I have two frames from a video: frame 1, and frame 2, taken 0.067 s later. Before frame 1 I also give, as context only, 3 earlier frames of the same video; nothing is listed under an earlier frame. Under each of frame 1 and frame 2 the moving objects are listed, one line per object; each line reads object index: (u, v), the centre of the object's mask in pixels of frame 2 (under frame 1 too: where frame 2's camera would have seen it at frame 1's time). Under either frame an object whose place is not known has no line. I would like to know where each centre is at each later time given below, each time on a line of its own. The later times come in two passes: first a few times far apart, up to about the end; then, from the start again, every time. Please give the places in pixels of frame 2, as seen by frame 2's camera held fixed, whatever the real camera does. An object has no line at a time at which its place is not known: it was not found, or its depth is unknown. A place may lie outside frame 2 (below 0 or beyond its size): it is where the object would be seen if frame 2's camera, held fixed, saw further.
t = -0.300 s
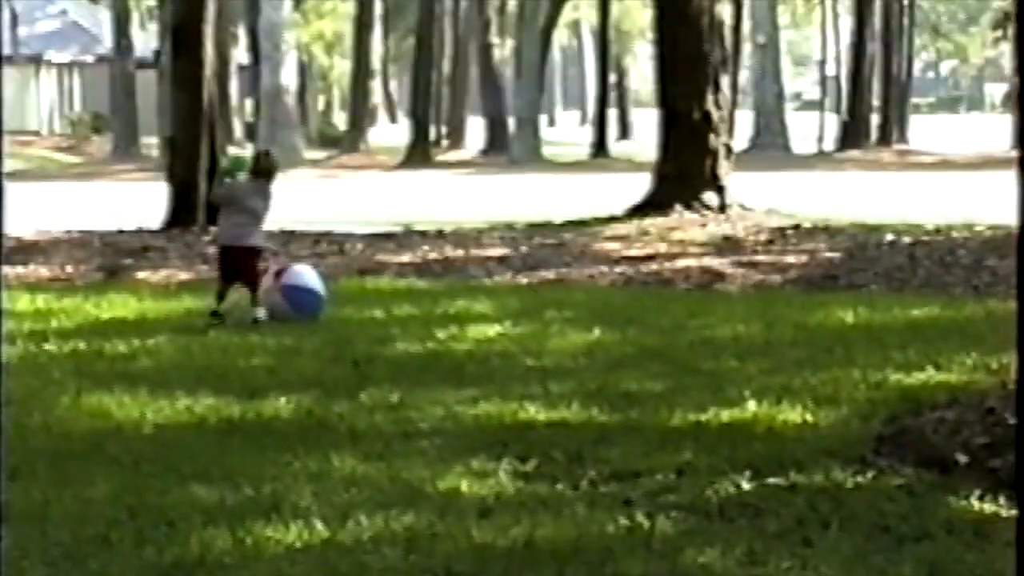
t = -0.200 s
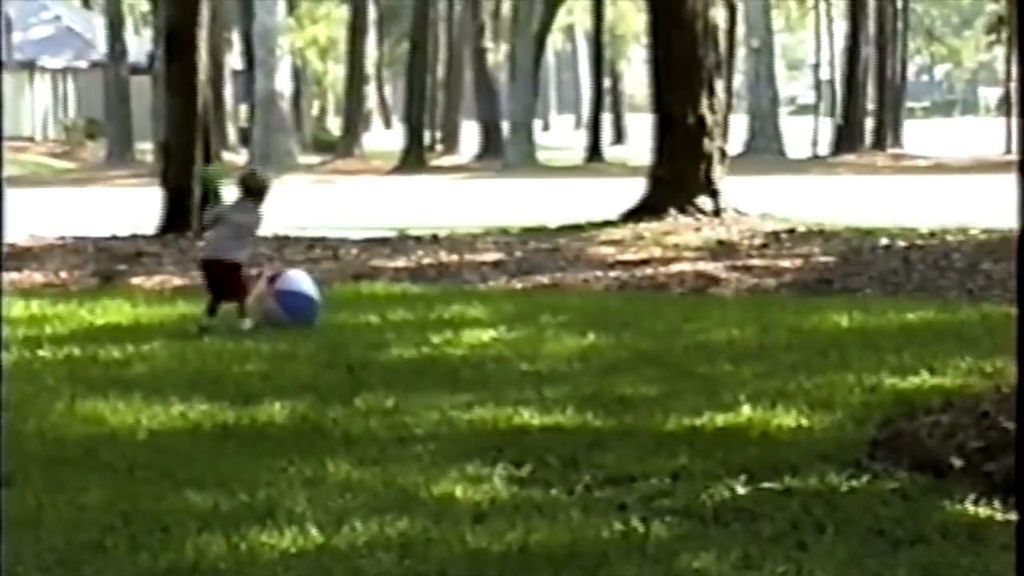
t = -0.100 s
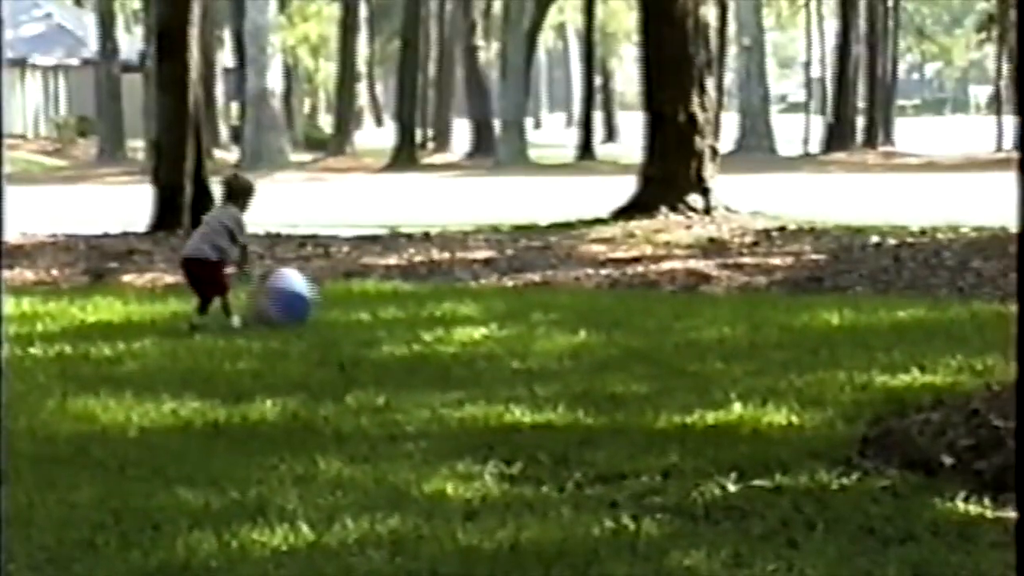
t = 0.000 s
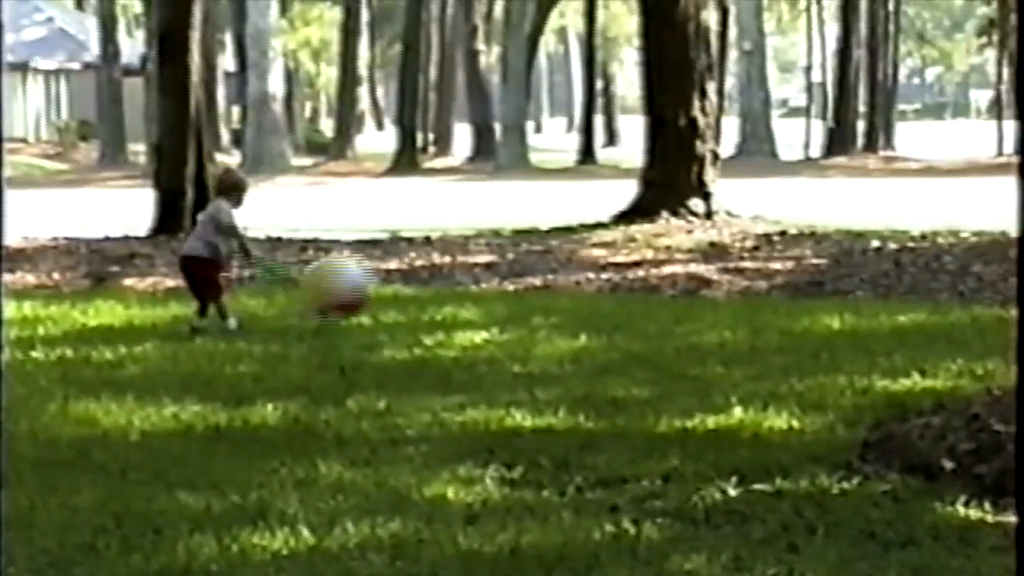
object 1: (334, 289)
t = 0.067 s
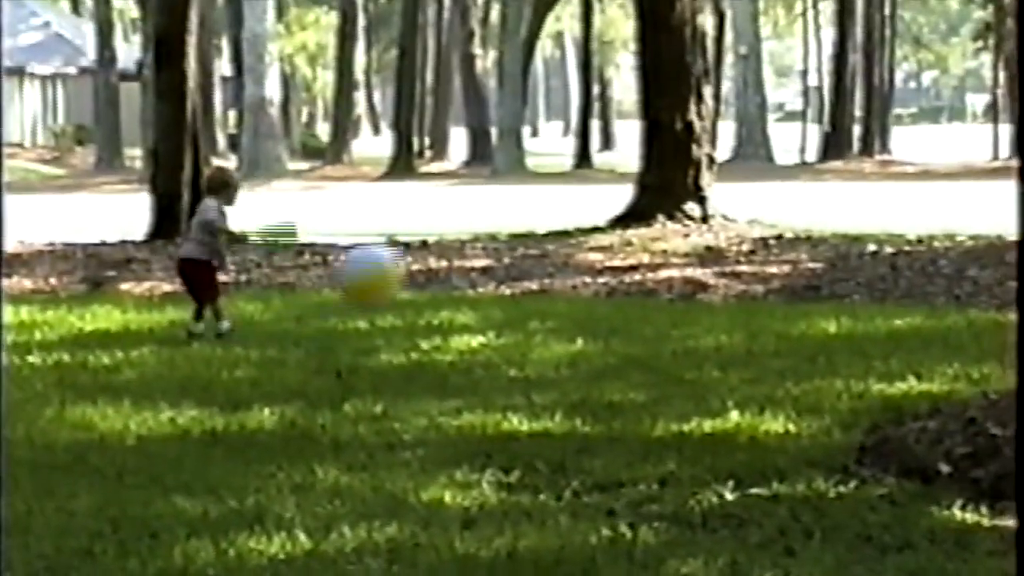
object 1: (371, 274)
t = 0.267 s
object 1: (476, 276)
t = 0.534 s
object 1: (590, 301)
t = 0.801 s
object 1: (692, 313)
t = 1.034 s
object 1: (774, 322)
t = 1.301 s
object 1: (863, 324)
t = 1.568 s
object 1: (937, 328)
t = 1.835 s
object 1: (1007, 328)
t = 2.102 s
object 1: (1061, 332)
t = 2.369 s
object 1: (1108, 339)
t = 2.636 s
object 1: (1152, 339)
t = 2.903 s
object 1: (1185, 334)
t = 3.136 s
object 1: (1202, 334)
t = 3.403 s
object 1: (1200, 334)
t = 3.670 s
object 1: (1182, 337)
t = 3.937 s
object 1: (1161, 339)
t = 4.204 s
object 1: (1147, 339)
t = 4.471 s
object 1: (1149, 342)
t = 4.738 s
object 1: (1151, 340)
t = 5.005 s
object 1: (1148, 342)
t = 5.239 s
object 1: (1147, 342)
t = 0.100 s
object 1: (389, 272)
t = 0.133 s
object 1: (407, 269)
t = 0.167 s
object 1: (426, 269)
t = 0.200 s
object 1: (439, 271)
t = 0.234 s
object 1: (458, 271)
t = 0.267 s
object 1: (476, 276)
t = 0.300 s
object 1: (491, 282)
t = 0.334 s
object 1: (506, 290)
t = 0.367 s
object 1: (522, 301)
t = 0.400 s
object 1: (537, 310)
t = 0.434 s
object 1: (553, 318)
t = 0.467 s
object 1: (565, 313)
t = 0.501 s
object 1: (578, 307)
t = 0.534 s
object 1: (590, 301)
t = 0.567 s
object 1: (603, 296)
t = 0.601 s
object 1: (618, 289)
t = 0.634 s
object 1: (629, 291)
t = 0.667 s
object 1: (642, 292)
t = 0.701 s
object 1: (654, 294)
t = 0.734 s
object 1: (668, 298)
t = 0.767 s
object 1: (680, 304)
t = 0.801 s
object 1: (692, 313)
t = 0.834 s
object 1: (704, 322)
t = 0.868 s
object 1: (715, 325)
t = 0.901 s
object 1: (727, 323)
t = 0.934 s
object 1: (738, 320)
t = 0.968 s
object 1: (751, 320)
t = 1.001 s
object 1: (763, 322)
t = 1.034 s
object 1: (774, 322)
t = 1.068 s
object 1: (786, 321)
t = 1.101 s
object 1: (797, 322)
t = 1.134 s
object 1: (807, 320)
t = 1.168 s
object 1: (819, 320)
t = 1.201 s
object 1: (830, 322)
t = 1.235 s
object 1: (842, 320)
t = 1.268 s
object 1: (853, 321)
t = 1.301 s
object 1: (863, 324)
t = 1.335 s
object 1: (872, 327)
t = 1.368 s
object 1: (881, 329)
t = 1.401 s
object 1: (890, 329)
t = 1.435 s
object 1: (899, 329)
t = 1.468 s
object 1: (909, 329)
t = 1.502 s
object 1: (918, 330)
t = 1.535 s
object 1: (928, 329)
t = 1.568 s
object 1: (937, 328)
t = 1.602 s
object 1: (947, 328)
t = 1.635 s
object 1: (957, 328)
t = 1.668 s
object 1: (965, 328)
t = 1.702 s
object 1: (972, 328)
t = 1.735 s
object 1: (980, 328)
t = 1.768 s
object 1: (988, 327)
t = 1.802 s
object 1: (998, 325)
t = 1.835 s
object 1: (1007, 328)
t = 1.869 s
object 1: (1014, 329)
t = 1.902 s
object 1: (1022, 330)
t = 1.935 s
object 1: (1028, 330)
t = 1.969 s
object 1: (1034, 329)
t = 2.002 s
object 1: (1041, 329)
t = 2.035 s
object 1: (1048, 329)
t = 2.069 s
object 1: (1054, 331)
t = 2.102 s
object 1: (1061, 332)
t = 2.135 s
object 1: (1068, 332)
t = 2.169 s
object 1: (1073, 334)
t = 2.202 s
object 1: (1078, 334)
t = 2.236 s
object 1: (1083, 335)
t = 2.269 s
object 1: (1088, 336)
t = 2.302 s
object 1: (1094, 337)
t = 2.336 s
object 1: (1100, 338)
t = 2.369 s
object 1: (1108, 339)
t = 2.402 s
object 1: (1114, 339)
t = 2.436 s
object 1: (1119, 338)
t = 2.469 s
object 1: (1125, 337)
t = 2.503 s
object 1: (1132, 334)
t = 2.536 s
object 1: (1138, 336)
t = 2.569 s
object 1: (1142, 337)
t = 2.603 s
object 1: (1147, 337)
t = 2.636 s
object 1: (1152, 339)
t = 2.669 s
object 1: (1157, 341)
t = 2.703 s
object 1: (1161, 340)
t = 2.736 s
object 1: (1165, 339)
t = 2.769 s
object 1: (1170, 339)
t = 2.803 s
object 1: (1172, 336)
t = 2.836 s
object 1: (1177, 335)
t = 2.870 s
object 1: (1181, 335)
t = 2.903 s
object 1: (1185, 334)
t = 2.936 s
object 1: (1188, 334)
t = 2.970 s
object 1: (1191, 336)
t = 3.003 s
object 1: (1194, 335)
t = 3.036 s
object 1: (1197, 335)
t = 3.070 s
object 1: (1200, 334)
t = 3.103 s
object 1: (1201, 334)
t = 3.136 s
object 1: (1202, 334)
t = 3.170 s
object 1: (1203, 333)
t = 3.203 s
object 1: (1203, 333)
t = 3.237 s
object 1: (1204, 333)
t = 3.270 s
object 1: (1203, 334)
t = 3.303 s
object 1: (1203, 334)
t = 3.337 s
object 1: (1202, 334)
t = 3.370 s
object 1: (1201, 334)
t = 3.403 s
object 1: (1200, 334)
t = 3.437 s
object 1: (1199, 334)
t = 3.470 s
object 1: (1197, 334)
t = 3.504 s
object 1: (1195, 334)
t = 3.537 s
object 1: (1193, 334)
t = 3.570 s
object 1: (1190, 334)
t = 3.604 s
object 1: (1188, 334)
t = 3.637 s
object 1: (1185, 335)
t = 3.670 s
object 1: (1182, 337)
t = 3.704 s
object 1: (1180, 339)
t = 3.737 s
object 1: (1177, 340)
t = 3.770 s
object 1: (1175, 340)
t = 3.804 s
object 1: (1172, 340)
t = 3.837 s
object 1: (1169, 340)
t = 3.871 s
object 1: (1166, 340)
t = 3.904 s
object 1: (1164, 339)
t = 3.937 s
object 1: (1161, 339)
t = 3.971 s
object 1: (1159, 340)
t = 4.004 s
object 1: (1156, 339)
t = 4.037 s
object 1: (1154, 338)
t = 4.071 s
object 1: (1152, 338)
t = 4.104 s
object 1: (1151, 338)
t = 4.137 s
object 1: (1149, 338)
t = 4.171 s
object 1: (1148, 339)
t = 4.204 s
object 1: (1147, 339)
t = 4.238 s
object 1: (1146, 339)
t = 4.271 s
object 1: (1146, 340)
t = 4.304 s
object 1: (1146, 340)
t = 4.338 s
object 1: (1146, 340)
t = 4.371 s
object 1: (1146, 341)
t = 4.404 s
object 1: (1148, 342)
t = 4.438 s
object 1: (1148, 341)
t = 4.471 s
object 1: (1149, 342)
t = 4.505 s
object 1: (1149, 341)
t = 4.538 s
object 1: (1150, 341)
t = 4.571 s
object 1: (1150, 341)
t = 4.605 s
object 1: (1150, 341)
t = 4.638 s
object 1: (1151, 341)
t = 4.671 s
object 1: (1151, 341)
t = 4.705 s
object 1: (1151, 340)
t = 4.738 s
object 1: (1151, 340)
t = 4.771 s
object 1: (1151, 341)
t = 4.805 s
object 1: (1150, 341)
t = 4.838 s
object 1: (1150, 341)
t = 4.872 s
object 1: (1149, 341)
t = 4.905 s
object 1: (1149, 341)
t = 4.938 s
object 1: (1148, 341)
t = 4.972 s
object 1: (1148, 342)
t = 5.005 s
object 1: (1148, 342)
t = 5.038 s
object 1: (1147, 341)
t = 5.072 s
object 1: (1147, 342)
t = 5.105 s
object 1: (1147, 342)
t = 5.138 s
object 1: (1146, 341)
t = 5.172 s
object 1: (1146, 341)
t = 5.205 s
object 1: (1147, 342)
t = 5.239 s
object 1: (1147, 342)
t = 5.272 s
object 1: (1148, 341)
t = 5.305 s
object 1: (1149, 342)
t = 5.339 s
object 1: (1150, 341)
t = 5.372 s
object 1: (1151, 341)
